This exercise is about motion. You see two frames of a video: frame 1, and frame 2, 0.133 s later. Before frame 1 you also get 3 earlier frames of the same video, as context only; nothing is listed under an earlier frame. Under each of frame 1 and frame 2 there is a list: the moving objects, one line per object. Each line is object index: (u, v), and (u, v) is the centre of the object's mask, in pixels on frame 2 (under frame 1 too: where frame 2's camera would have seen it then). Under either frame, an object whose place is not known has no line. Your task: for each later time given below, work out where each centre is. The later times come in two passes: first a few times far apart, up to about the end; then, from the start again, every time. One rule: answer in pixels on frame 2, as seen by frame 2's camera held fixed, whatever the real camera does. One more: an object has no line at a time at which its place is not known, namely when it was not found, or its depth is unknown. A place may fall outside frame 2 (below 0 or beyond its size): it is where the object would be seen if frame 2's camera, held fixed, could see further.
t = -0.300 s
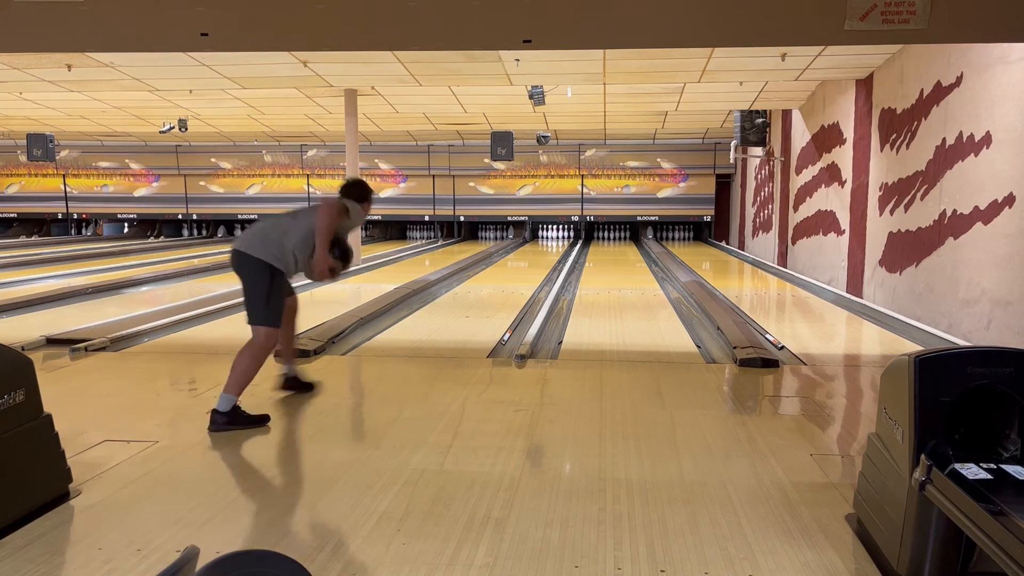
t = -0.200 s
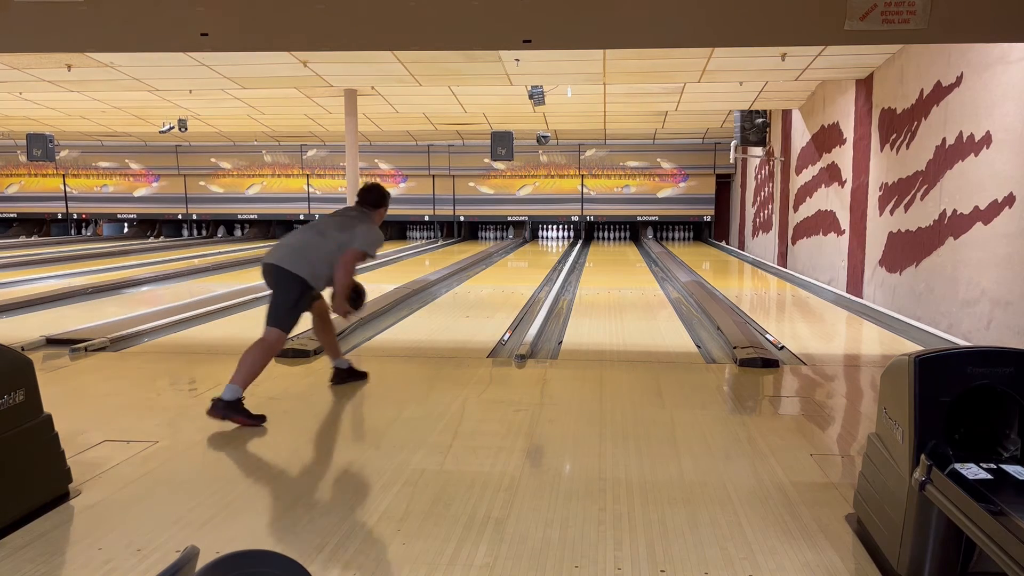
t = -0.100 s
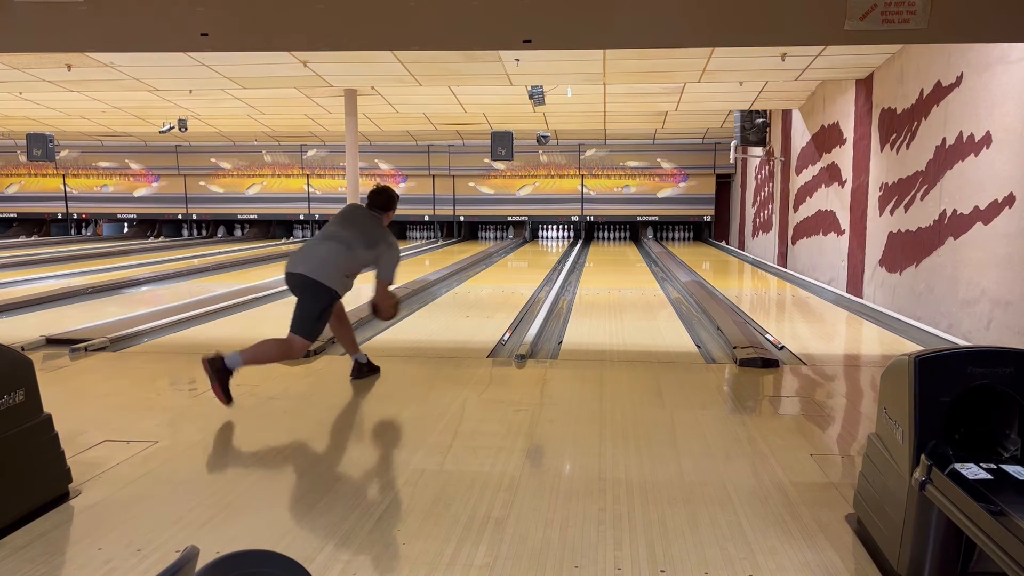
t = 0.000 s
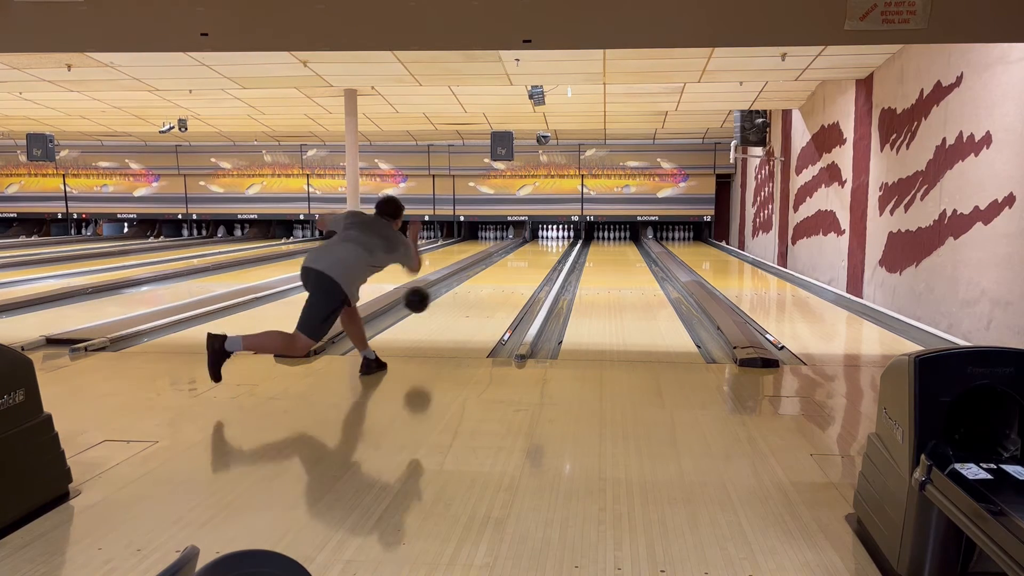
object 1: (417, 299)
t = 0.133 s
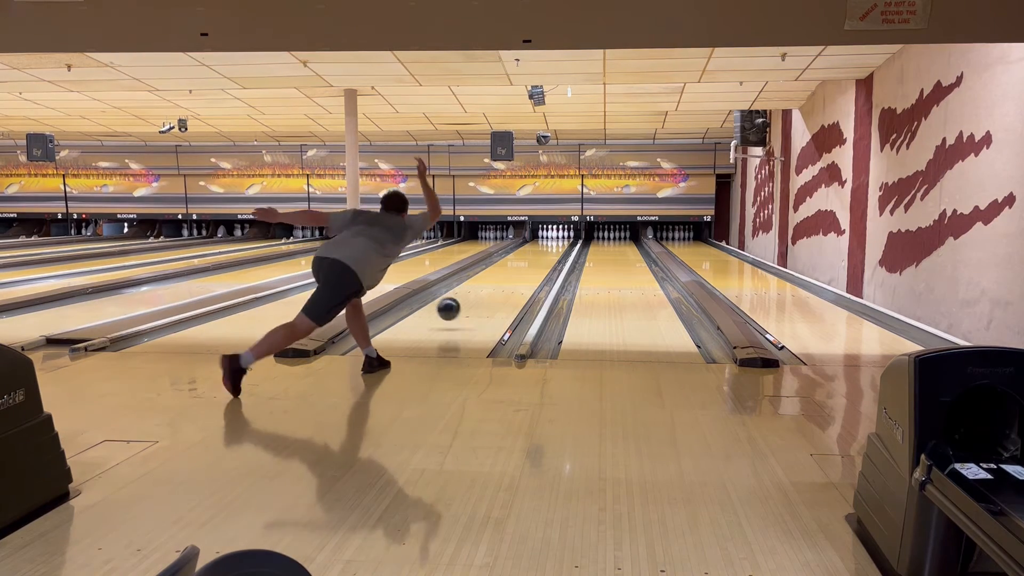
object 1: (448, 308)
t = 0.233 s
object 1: (467, 306)
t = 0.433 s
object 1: (494, 290)
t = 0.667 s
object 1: (516, 276)
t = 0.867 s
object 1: (529, 267)
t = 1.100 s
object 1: (541, 259)
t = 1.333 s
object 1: (549, 252)
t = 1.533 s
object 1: (554, 248)
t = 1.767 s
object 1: (558, 243)
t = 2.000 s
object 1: (559, 240)
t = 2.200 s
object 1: (560, 238)
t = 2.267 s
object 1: (559, 237)
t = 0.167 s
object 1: (455, 313)
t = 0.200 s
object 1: (461, 310)
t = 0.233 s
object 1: (467, 306)
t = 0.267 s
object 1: (472, 304)
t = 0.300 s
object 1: (477, 301)
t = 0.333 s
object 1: (482, 298)
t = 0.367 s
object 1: (486, 295)
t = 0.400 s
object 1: (490, 292)
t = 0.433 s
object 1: (494, 290)
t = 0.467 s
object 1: (497, 288)
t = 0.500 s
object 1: (501, 285)
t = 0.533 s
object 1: (504, 283)
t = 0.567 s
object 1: (507, 281)
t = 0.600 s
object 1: (510, 280)
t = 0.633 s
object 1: (513, 278)
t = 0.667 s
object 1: (516, 276)
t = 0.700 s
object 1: (518, 274)
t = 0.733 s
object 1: (521, 273)
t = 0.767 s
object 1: (523, 271)
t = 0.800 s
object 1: (525, 270)
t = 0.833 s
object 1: (527, 268)
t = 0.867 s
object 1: (529, 267)
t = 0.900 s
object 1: (531, 266)
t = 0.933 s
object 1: (533, 265)
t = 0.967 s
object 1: (535, 263)
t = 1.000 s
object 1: (536, 262)
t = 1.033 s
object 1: (538, 261)
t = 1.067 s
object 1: (539, 260)
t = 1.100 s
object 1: (541, 259)
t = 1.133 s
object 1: (542, 258)
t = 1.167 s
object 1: (544, 257)
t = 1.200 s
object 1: (545, 256)
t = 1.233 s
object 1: (546, 255)
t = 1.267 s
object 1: (547, 254)
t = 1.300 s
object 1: (548, 253)
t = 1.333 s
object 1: (549, 252)
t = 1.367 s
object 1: (550, 252)
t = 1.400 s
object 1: (551, 251)
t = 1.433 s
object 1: (552, 250)
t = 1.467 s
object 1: (553, 249)
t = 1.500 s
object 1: (554, 249)
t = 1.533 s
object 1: (554, 248)
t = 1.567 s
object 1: (555, 247)
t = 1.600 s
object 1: (556, 246)
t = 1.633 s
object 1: (556, 246)
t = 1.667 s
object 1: (557, 245)
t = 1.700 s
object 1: (557, 245)
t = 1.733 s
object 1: (557, 244)
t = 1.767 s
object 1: (558, 243)
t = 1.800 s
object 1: (558, 243)
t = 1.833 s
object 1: (559, 243)
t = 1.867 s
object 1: (559, 242)
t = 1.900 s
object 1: (559, 242)
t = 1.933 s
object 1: (559, 241)
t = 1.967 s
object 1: (559, 241)
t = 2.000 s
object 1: (559, 240)
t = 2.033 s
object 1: (559, 240)
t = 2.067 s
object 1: (559, 239)
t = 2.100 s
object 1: (560, 239)
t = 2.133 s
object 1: (559, 238)
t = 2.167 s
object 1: (560, 238)
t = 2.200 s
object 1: (560, 238)
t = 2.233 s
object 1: (559, 237)
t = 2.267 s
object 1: (559, 237)
